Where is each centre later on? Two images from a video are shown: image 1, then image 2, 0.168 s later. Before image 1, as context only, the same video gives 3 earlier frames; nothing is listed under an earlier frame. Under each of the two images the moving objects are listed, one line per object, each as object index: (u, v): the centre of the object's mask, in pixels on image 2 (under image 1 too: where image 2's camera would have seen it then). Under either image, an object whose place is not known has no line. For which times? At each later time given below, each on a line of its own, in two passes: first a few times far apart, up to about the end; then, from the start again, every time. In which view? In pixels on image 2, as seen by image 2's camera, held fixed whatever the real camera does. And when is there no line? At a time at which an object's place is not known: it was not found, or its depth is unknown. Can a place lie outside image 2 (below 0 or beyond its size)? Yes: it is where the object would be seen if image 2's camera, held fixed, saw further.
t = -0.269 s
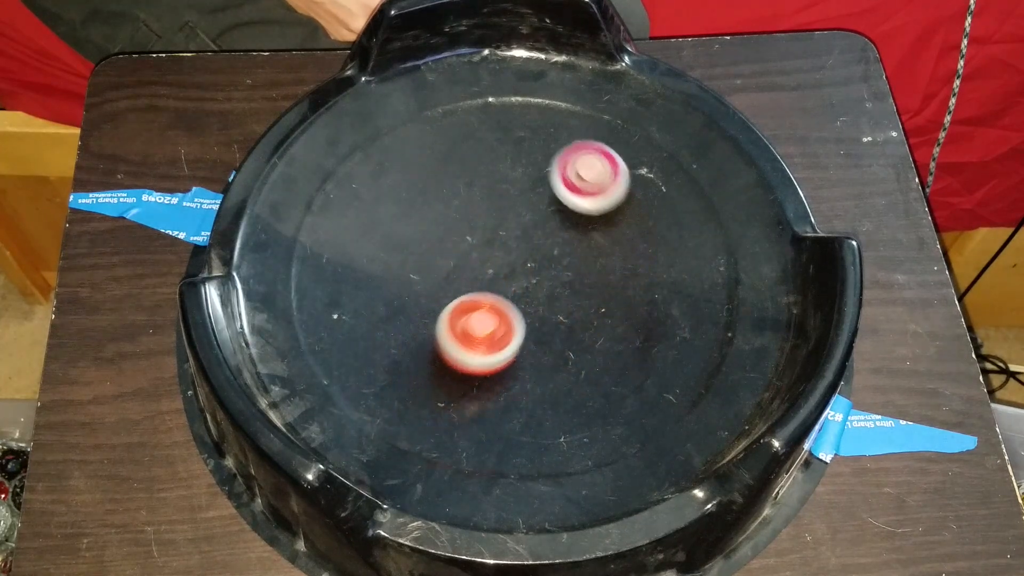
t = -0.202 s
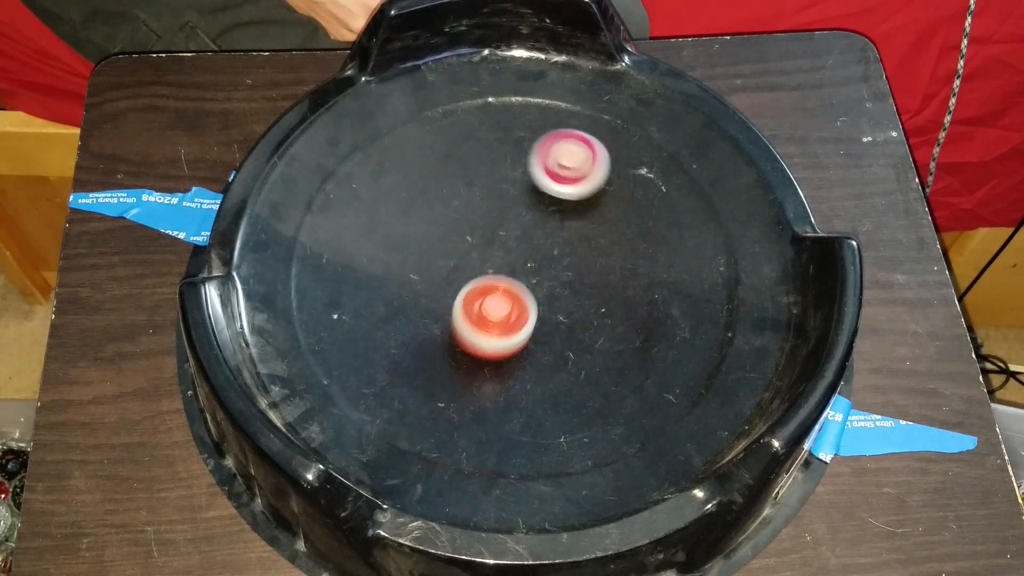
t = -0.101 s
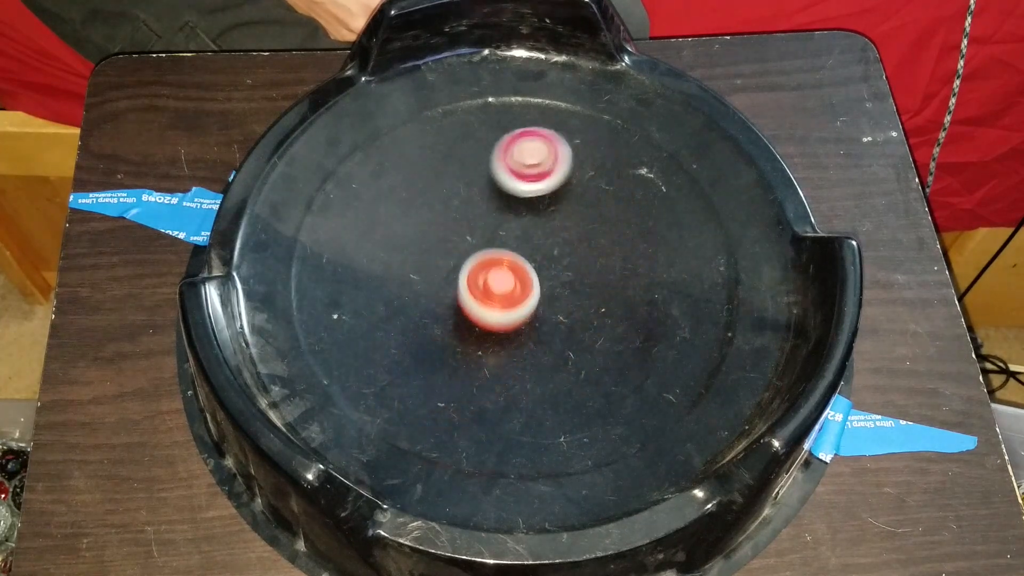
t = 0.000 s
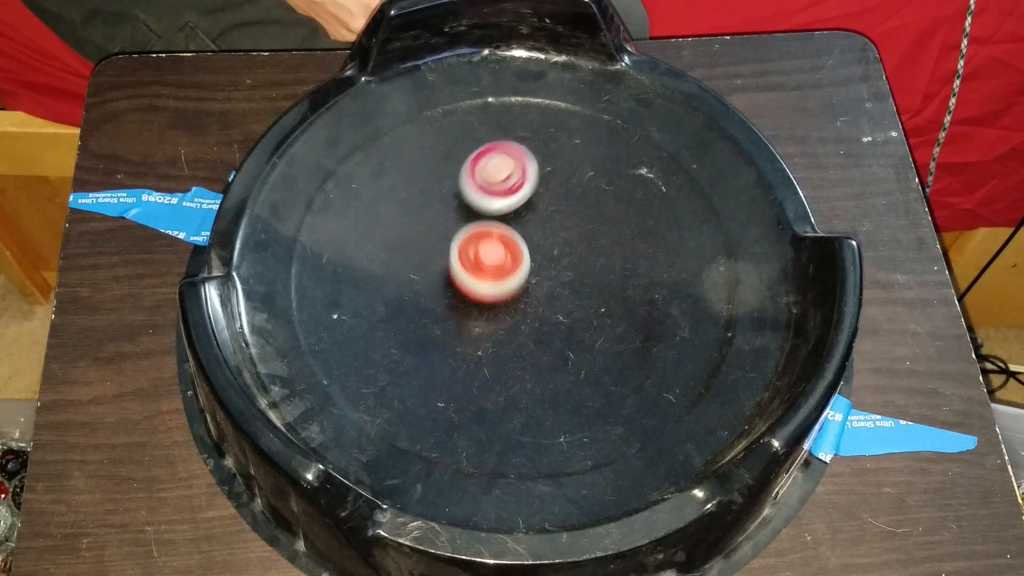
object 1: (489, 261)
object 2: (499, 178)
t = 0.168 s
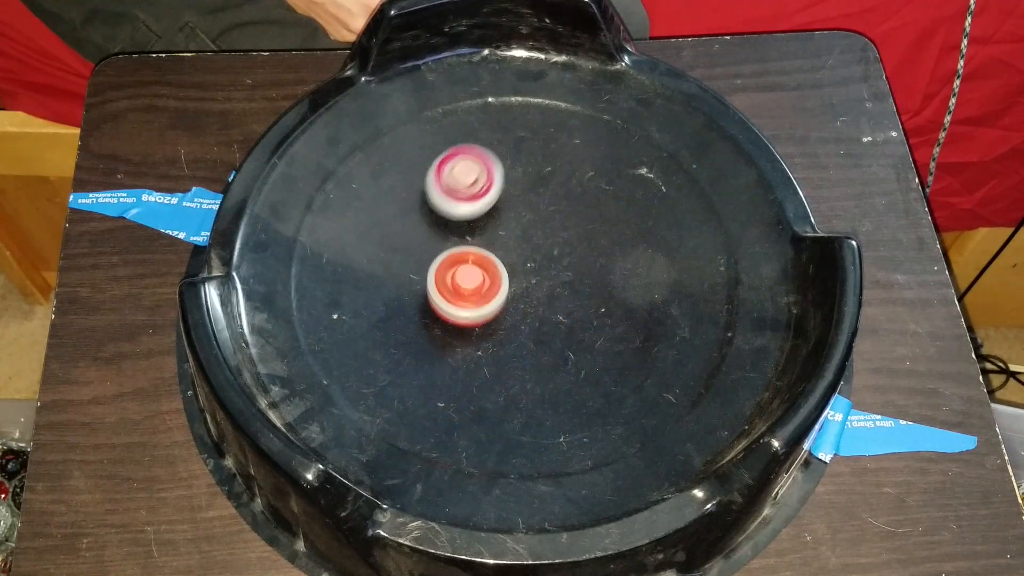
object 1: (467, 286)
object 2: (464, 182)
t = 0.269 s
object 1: (481, 291)
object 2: (450, 216)
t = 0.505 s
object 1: (588, 331)
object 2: (415, 235)
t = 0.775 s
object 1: (648, 269)
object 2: (440, 301)
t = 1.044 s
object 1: (567, 232)
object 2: (538, 310)
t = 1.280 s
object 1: (500, 228)
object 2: (571, 311)
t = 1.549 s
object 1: (471, 292)
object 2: (558, 259)
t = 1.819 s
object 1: (441, 386)
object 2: (555, 187)
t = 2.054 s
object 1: (521, 384)
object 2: (490, 189)
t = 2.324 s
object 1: (535, 302)
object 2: (455, 259)
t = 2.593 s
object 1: (588, 252)
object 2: (383, 280)
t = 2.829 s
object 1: (538, 205)
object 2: (438, 336)
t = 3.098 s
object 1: (478, 231)
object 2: (540, 324)
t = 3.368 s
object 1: (500, 286)
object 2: (580, 253)
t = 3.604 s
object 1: (537, 291)
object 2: (548, 204)
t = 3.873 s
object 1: (552, 295)
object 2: (465, 202)
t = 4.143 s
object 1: (586, 315)
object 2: (396, 235)
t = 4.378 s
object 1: (557, 295)
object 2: (417, 300)
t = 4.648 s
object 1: (637, 212)
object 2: (312, 378)
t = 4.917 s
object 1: (577, 145)
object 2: (347, 420)
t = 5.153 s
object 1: (501, 169)
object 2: (435, 407)
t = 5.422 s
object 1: (453, 247)
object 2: (537, 342)
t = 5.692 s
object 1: (463, 321)
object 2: (597, 251)
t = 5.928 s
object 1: (510, 342)
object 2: (610, 188)
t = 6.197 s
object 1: (536, 307)
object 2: (585, 164)
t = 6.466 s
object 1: (494, 281)
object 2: (538, 194)
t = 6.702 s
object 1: (461, 317)
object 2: (507, 217)
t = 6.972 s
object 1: (463, 399)
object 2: (511, 161)
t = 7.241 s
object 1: (512, 352)
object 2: (463, 203)
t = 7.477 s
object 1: (522, 278)
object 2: (441, 259)
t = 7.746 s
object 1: (510, 206)
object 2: (442, 320)
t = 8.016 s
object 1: (507, 185)
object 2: (480, 353)
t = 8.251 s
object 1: (522, 220)
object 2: (524, 335)
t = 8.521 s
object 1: (573, 83)
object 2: (496, 479)
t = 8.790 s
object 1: (516, 185)
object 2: (513, 490)
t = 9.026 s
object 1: (488, 290)
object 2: (522, 446)
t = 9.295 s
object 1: (464, 353)
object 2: (592, 338)
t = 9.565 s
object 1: (452, 339)
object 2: (463, 161)
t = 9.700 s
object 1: (458, 313)
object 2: (392, 192)
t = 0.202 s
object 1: (470, 289)
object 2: (458, 192)
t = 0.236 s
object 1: (474, 291)
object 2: (452, 203)
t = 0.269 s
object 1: (481, 291)
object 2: (450, 216)
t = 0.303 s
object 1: (487, 293)
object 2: (448, 225)
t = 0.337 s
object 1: (496, 299)
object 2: (446, 231)
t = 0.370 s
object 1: (504, 302)
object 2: (447, 240)
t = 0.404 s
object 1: (512, 303)
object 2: (449, 251)
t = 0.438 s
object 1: (534, 312)
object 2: (442, 250)
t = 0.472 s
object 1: (563, 325)
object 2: (425, 239)
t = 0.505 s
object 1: (588, 331)
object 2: (415, 235)
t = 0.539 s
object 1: (607, 331)
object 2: (411, 238)
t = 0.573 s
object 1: (621, 325)
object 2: (409, 246)
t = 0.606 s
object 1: (632, 317)
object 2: (409, 256)
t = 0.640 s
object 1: (640, 308)
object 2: (411, 265)
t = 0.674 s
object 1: (645, 298)
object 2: (416, 275)
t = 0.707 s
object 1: (648, 288)
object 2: (422, 284)
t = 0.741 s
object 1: (649, 279)
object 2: (430, 293)
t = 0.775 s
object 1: (648, 269)
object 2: (440, 301)
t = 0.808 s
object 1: (643, 261)
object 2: (453, 307)
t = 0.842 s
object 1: (636, 253)
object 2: (466, 311)
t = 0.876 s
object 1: (627, 246)
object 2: (479, 315)
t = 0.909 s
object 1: (615, 241)
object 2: (493, 316)
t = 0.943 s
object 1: (604, 238)
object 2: (506, 315)
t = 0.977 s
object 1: (591, 236)
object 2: (519, 312)
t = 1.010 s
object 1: (578, 236)
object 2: (531, 308)
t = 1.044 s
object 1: (567, 232)
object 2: (538, 310)
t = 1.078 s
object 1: (561, 221)
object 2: (536, 320)
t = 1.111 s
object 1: (554, 214)
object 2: (536, 326)
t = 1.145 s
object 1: (544, 211)
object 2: (539, 328)
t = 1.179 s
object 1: (533, 212)
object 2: (546, 325)
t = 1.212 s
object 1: (521, 216)
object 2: (555, 321)
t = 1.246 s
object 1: (510, 222)
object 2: (564, 317)
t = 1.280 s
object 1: (500, 228)
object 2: (571, 311)
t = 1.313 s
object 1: (491, 235)
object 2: (576, 304)
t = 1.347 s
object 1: (483, 243)
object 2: (579, 296)
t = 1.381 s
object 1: (478, 251)
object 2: (580, 289)
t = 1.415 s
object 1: (474, 259)
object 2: (579, 281)
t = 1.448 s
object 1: (471, 268)
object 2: (576, 274)
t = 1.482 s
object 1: (470, 277)
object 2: (572, 268)
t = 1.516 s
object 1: (470, 285)
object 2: (566, 262)
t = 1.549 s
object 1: (471, 292)
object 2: (558, 259)
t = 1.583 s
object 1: (474, 299)
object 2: (550, 257)
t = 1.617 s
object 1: (478, 305)
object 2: (541, 256)
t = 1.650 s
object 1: (474, 317)
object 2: (536, 251)
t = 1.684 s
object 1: (456, 335)
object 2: (548, 233)
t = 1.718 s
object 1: (440, 353)
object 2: (559, 214)
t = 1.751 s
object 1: (433, 367)
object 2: (564, 201)
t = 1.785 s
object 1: (434, 378)
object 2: (562, 193)
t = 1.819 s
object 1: (441, 386)
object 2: (555, 187)
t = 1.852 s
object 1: (452, 393)
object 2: (546, 183)
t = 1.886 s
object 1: (463, 397)
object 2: (536, 181)
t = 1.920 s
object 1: (476, 399)
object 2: (526, 180)
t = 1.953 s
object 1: (488, 398)
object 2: (516, 180)
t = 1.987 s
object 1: (500, 396)
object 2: (507, 181)
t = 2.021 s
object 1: (510, 391)
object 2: (498, 185)
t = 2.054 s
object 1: (521, 384)
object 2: (490, 189)
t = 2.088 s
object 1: (529, 376)
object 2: (481, 195)
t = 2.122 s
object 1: (534, 365)
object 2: (474, 202)
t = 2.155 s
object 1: (537, 354)
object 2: (468, 210)
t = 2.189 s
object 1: (538, 343)
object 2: (463, 220)
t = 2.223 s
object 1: (537, 332)
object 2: (460, 231)
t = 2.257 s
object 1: (535, 320)
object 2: (458, 242)
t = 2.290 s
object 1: (532, 309)
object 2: (458, 252)
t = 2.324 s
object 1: (535, 302)
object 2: (455, 259)
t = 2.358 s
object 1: (554, 307)
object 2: (434, 250)
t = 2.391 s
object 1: (573, 308)
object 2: (414, 241)
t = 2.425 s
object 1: (585, 305)
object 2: (400, 238)
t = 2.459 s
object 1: (592, 297)
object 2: (392, 242)
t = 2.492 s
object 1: (594, 286)
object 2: (388, 250)
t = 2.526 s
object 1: (593, 275)
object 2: (384, 259)
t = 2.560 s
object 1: (592, 263)
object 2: (383, 269)
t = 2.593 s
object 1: (588, 252)
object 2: (383, 280)
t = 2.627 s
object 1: (584, 242)
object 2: (385, 290)
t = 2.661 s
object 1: (578, 233)
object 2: (390, 300)
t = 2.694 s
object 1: (571, 225)
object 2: (396, 309)
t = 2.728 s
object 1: (564, 218)
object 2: (405, 317)
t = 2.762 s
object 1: (556, 213)
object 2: (415, 325)
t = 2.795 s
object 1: (547, 208)
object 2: (426, 331)
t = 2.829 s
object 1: (538, 205)
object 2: (438, 336)
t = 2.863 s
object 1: (529, 204)
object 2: (451, 340)
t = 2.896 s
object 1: (520, 205)
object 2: (465, 342)
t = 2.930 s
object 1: (511, 207)
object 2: (478, 343)
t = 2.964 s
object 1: (503, 210)
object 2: (492, 342)
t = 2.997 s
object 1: (496, 214)
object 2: (505, 339)
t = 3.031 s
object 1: (488, 218)
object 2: (517, 335)
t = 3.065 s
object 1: (482, 224)
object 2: (529, 330)
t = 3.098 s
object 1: (478, 231)
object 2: (540, 324)
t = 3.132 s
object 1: (476, 238)
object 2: (549, 316)
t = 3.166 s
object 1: (475, 246)
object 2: (558, 308)
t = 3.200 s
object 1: (476, 255)
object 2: (565, 300)
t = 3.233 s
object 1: (478, 263)
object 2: (570, 291)
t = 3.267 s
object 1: (482, 270)
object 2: (574, 281)
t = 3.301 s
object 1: (487, 277)
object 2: (577, 272)
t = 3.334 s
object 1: (494, 282)
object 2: (579, 262)
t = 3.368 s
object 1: (500, 286)
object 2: (580, 253)
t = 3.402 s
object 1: (507, 290)
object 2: (579, 244)
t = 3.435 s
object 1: (514, 292)
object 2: (577, 235)
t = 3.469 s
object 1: (521, 294)
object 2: (573, 227)
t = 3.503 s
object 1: (527, 295)
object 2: (569, 220)
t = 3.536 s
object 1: (532, 295)
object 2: (563, 213)
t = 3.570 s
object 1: (535, 293)
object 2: (556, 208)
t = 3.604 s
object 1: (537, 291)
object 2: (548, 204)
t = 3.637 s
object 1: (538, 289)
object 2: (539, 201)
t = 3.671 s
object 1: (538, 287)
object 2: (530, 201)
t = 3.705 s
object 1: (539, 284)
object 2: (521, 202)
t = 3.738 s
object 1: (539, 282)
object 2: (512, 205)
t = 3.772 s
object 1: (540, 279)
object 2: (504, 209)
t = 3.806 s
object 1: (539, 277)
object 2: (496, 214)
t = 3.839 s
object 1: (541, 281)
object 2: (485, 215)
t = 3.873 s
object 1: (552, 295)
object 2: (465, 202)
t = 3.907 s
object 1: (561, 308)
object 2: (447, 193)
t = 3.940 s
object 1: (568, 316)
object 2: (433, 191)
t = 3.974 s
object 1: (573, 319)
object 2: (424, 195)
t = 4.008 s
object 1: (577, 319)
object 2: (415, 201)
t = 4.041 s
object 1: (581, 319)
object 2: (408, 209)
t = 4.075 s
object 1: (584, 318)
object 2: (403, 217)
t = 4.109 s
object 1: (586, 317)
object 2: (399, 226)
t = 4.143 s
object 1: (586, 315)
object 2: (396, 235)
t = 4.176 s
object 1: (586, 313)
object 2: (395, 244)
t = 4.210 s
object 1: (584, 310)
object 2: (395, 254)
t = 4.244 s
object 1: (582, 307)
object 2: (396, 264)
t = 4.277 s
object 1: (577, 304)
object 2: (399, 273)
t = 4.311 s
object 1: (571, 300)
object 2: (403, 283)
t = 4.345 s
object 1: (564, 297)
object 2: (409, 292)
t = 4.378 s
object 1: (557, 295)
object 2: (417, 300)
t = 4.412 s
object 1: (549, 293)
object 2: (427, 307)
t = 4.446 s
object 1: (541, 291)
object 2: (437, 314)
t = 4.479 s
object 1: (532, 290)
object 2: (448, 320)
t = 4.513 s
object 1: (539, 283)
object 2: (437, 332)
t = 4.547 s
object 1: (574, 264)
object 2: (393, 348)
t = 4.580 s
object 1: (604, 245)
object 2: (355, 361)
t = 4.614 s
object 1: (626, 227)
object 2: (327, 370)
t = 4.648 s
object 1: (637, 212)
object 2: (312, 378)
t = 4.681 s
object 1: (639, 198)
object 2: (307, 384)
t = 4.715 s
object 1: (635, 185)
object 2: (312, 388)
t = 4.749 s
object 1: (628, 174)
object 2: (318, 393)
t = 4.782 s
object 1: (619, 164)
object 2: (324, 398)
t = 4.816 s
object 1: (609, 156)
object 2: (329, 403)
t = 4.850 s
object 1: (598, 150)
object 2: (334, 409)
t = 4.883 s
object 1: (588, 146)
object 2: (340, 414)
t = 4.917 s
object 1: (577, 145)
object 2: (347, 420)
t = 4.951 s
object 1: (565, 145)
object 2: (356, 425)
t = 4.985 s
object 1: (553, 147)
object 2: (367, 427)
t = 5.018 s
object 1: (541, 149)
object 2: (378, 426)
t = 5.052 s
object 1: (530, 153)
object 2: (390, 424)
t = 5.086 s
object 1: (519, 157)
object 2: (405, 419)
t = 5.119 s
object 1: (510, 163)
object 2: (420, 413)
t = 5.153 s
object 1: (501, 169)
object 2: (435, 407)
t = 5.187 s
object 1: (492, 177)
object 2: (450, 401)
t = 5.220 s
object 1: (484, 185)
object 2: (464, 394)
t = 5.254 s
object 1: (477, 194)
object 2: (478, 386)
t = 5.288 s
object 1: (471, 204)
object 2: (491, 378)
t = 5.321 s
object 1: (464, 214)
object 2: (504, 370)
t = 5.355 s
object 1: (460, 225)
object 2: (515, 361)
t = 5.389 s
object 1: (455, 236)
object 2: (526, 352)
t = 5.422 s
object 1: (453, 247)
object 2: (537, 342)
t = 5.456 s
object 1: (450, 258)
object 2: (547, 331)
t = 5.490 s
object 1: (449, 268)
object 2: (556, 320)
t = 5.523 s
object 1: (449, 279)
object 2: (565, 309)
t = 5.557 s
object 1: (450, 289)
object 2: (574, 297)
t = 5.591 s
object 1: (452, 298)
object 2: (580, 286)
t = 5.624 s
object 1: (455, 306)
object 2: (587, 274)
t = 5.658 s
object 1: (459, 314)
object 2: (593, 263)
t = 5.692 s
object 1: (463, 321)
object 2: (597, 251)
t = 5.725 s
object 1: (469, 327)
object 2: (601, 240)
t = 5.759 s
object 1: (475, 333)
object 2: (604, 230)
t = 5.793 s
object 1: (482, 337)
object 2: (607, 221)
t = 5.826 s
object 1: (489, 340)
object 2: (608, 211)
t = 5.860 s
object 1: (497, 342)
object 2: (609, 203)
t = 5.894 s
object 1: (503, 343)
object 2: (610, 195)
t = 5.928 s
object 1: (510, 342)
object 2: (610, 188)
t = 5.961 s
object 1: (515, 340)
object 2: (610, 182)
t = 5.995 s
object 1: (521, 338)
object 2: (609, 176)
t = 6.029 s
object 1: (526, 334)
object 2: (607, 171)
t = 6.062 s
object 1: (531, 330)
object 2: (605, 166)
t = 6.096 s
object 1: (534, 325)
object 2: (601, 163)
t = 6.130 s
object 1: (536, 320)
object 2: (597, 162)
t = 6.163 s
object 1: (536, 313)
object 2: (591, 162)
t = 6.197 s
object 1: (536, 307)
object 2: (585, 164)
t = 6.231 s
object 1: (534, 300)
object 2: (578, 168)
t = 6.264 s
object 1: (530, 293)
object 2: (571, 172)
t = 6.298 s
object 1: (526, 287)
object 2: (564, 178)
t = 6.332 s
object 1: (522, 280)
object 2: (556, 184)
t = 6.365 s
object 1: (518, 275)
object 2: (549, 190)
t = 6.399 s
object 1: (514, 269)
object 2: (542, 198)
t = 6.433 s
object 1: (505, 273)
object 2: (539, 198)
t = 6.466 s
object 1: (494, 281)
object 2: (538, 194)
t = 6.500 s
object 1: (486, 285)
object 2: (534, 197)
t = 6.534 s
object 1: (481, 288)
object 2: (527, 202)
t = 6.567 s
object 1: (477, 290)
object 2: (520, 207)
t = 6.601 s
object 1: (474, 292)
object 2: (513, 214)
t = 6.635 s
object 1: (473, 294)
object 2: (507, 221)
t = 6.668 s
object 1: (473, 297)
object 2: (501, 227)
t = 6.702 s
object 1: (461, 317)
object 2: (507, 217)
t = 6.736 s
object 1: (445, 344)
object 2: (521, 193)
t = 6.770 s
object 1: (436, 364)
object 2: (531, 176)
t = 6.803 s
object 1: (433, 377)
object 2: (537, 165)
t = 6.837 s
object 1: (436, 386)
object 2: (537, 160)
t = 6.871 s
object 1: (441, 392)
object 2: (533, 159)
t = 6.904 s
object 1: (448, 396)
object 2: (526, 159)
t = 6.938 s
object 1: (455, 399)
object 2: (519, 160)
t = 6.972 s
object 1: (463, 399)
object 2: (511, 161)
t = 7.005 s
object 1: (472, 398)
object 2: (504, 164)
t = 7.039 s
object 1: (480, 395)
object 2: (497, 167)
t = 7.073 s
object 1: (488, 391)
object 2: (490, 172)
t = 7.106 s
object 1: (495, 385)
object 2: (484, 177)
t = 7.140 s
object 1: (501, 378)
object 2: (478, 183)
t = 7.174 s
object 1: (506, 370)
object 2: (472, 189)
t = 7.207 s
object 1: (509, 361)
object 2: (467, 196)
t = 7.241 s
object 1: (512, 352)
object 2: (463, 203)
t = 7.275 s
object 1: (514, 342)
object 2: (458, 210)
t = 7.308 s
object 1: (516, 332)
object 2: (455, 217)
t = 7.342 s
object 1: (517, 322)
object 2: (451, 225)
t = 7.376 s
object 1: (518, 312)
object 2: (448, 233)
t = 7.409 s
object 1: (519, 300)
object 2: (445, 241)
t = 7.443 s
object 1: (520, 289)
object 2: (443, 250)
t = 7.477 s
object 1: (522, 278)
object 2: (441, 259)
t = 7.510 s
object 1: (522, 266)
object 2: (439, 267)
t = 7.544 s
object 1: (520, 254)
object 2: (438, 275)
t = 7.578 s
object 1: (519, 243)
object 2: (437, 284)
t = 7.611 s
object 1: (517, 234)
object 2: (437, 291)
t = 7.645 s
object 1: (515, 225)
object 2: (437, 299)
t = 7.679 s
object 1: (513, 218)
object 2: (438, 306)
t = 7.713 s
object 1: (511, 212)
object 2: (440, 313)
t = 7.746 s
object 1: (510, 206)
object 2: (442, 320)
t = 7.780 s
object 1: (508, 201)
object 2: (444, 327)
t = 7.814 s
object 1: (506, 196)
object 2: (447, 332)
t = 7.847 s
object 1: (505, 192)
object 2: (451, 338)
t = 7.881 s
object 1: (505, 188)
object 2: (456, 342)
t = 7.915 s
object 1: (505, 186)
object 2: (461, 346)
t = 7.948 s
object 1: (505, 185)
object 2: (467, 350)
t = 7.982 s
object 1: (506, 185)
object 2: (473, 352)
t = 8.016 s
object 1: (507, 185)
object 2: (480, 353)
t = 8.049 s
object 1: (509, 187)
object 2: (487, 354)
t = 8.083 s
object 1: (511, 190)
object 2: (494, 353)
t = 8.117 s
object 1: (513, 194)
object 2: (501, 351)
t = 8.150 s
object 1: (516, 199)
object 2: (508, 348)
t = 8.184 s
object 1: (518, 205)
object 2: (513, 344)
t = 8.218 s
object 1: (521, 213)
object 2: (519, 340)
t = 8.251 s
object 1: (522, 220)
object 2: (524, 335)
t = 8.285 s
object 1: (524, 226)
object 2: (529, 330)
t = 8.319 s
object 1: (526, 233)
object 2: (534, 324)
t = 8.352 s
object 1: (528, 239)
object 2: (537, 318)
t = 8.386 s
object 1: (535, 225)
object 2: (534, 341)
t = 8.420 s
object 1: (548, 178)
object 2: (521, 392)
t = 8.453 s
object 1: (559, 137)
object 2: (510, 434)
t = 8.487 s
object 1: (568, 106)
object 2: (502, 461)
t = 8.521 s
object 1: (573, 83)
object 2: (496, 479)
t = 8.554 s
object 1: (572, 75)
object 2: (494, 492)
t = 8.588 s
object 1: (563, 89)
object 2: (493, 500)
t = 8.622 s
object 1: (554, 106)
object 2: (493, 505)
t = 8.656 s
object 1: (544, 124)
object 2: (497, 506)
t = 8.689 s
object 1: (536, 140)
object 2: (502, 504)
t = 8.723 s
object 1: (528, 156)
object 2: (508, 499)
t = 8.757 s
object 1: (521, 171)
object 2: (511, 494)
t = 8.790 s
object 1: (516, 185)
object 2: (513, 490)
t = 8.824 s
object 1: (511, 198)
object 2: (513, 486)
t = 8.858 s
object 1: (507, 211)
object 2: (511, 482)
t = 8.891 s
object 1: (503, 226)
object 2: (509, 478)
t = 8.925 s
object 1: (498, 241)
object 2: (509, 471)
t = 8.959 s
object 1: (493, 258)
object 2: (511, 464)
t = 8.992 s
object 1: (490, 274)
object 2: (515, 457)
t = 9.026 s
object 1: (488, 290)
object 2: (522, 446)
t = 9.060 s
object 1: (486, 306)
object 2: (528, 435)
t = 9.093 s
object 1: (484, 319)
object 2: (534, 422)
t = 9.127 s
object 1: (484, 331)
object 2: (540, 410)
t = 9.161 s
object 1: (483, 341)
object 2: (546, 397)
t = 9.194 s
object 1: (480, 348)
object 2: (556, 385)
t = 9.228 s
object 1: (473, 350)
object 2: (571, 374)
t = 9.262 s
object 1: (468, 351)
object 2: (584, 358)
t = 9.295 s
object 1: (464, 353)
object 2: (592, 338)
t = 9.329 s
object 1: (461, 355)
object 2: (595, 315)
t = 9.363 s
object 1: (459, 356)
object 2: (592, 289)
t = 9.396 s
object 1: (457, 356)
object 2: (583, 259)
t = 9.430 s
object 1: (455, 355)
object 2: (568, 231)
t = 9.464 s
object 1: (453, 353)
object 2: (545, 205)
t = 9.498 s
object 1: (452, 349)
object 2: (518, 184)
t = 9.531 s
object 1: (452, 345)
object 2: (490, 170)
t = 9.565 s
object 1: (452, 339)
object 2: (463, 161)
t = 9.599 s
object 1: (453, 333)
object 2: (436, 159)
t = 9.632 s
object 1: (454, 326)
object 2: (415, 163)
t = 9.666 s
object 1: (456, 320)
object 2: (400, 175)
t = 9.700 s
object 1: (458, 313)
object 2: (392, 192)
